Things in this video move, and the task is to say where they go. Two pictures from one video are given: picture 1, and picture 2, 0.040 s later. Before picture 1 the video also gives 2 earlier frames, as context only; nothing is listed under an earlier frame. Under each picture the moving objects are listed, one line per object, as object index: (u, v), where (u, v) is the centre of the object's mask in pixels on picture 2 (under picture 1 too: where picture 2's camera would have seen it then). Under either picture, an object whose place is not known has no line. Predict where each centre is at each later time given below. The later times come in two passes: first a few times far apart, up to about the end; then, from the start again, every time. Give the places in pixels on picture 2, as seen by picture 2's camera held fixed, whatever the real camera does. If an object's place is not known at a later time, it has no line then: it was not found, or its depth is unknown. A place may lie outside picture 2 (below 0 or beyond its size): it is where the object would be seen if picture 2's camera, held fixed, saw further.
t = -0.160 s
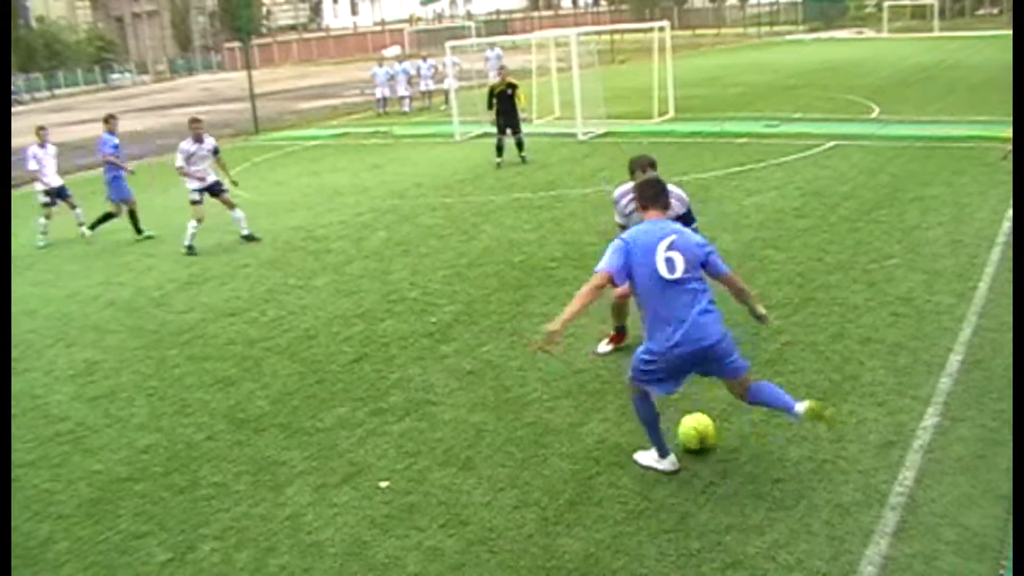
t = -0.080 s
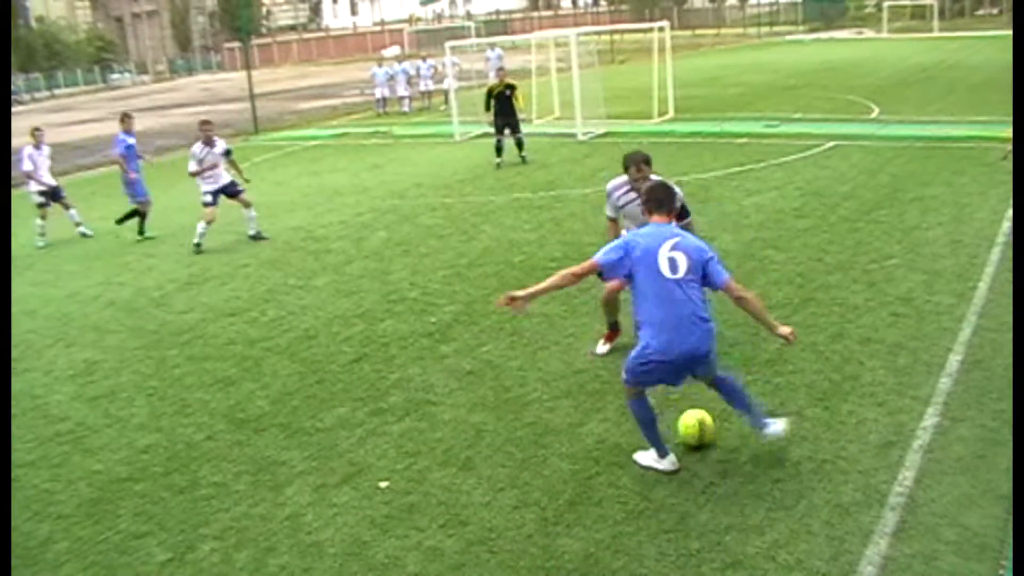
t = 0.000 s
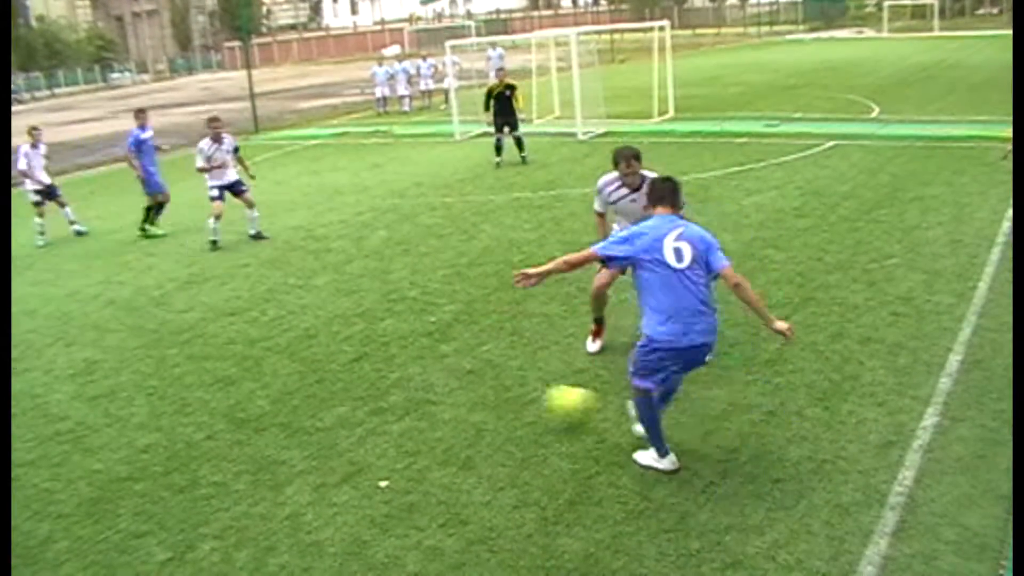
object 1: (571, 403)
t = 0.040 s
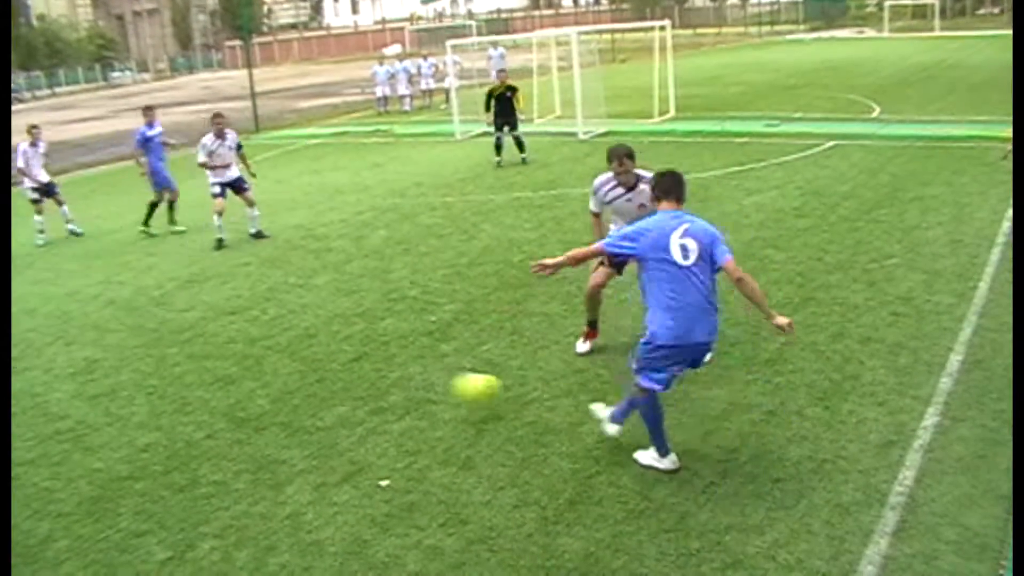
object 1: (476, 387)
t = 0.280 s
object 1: (76, 363)
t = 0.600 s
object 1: (-173, 330)
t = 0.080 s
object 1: (390, 377)
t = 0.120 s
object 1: (312, 370)
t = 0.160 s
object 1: (244, 367)
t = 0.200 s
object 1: (180, 363)
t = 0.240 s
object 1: (125, 363)
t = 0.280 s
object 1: (76, 363)
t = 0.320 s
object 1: (34, 356)
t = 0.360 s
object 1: (-6, 350)
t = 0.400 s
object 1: (-42, 346)
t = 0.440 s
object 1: (-74, 343)
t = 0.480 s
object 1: (-102, 339)
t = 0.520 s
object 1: (-129, 337)
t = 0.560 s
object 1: (-151, 333)
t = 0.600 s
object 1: (-173, 330)
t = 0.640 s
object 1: (-194, 328)
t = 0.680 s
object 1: (-212, 326)
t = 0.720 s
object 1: (-229, 324)
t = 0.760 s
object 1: (-245, 322)
